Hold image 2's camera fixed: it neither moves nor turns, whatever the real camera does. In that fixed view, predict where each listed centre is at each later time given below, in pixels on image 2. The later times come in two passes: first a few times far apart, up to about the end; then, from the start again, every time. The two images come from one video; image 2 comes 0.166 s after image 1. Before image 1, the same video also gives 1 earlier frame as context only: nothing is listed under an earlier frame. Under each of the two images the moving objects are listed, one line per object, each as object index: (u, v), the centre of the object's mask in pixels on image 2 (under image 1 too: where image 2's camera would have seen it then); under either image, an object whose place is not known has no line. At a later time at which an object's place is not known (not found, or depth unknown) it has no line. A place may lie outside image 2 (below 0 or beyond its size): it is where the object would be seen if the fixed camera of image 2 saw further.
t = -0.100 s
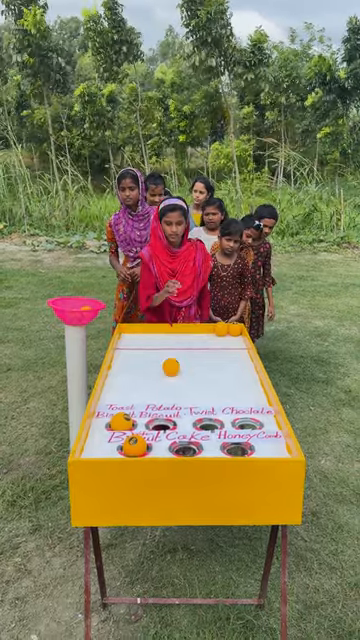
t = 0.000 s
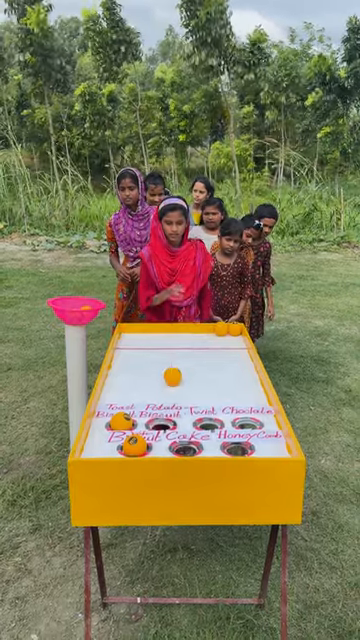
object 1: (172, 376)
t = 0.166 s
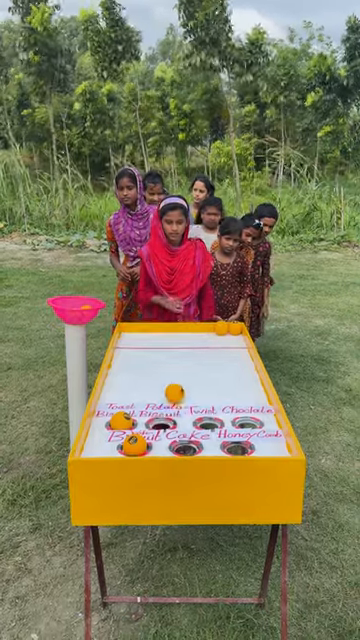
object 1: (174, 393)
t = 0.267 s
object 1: (175, 404)
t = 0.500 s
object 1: (176, 434)
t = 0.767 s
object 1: (196, 445)
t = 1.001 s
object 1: (209, 436)
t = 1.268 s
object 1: (223, 420)
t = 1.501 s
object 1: (230, 409)
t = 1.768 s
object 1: (237, 393)
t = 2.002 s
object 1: (241, 380)
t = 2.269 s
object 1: (244, 366)
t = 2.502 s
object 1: (245, 355)
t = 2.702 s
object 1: (241, 344)
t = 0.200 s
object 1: (175, 397)
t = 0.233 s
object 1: (175, 400)
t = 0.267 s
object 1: (175, 404)
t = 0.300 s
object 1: (176, 408)
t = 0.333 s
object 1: (176, 412)
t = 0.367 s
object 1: (176, 416)
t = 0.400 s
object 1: (176, 419)
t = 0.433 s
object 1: (176, 424)
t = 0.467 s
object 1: (176, 428)
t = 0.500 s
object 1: (176, 434)
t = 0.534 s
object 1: (178, 439)
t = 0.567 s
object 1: (180, 441)
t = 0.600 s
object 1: (183, 445)
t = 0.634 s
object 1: (184, 446)
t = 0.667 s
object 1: (189, 448)
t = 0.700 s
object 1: (191, 448)
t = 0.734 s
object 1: (193, 446)
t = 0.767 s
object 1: (196, 445)
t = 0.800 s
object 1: (199, 444)
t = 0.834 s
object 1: (200, 443)
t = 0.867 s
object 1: (201, 442)
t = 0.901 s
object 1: (204, 440)
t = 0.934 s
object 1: (205, 439)
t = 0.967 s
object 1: (207, 438)
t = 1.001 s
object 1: (209, 436)
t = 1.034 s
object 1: (210, 435)
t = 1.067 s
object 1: (213, 433)
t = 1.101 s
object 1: (215, 431)
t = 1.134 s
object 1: (217, 429)
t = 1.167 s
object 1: (218, 427)
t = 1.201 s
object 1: (220, 425)
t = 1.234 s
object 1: (221, 423)
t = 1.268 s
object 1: (223, 420)
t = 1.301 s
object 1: (224, 419)
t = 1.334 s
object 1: (225, 418)
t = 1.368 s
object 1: (226, 417)
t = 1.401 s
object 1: (226, 415)
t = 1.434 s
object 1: (229, 413)
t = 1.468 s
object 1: (229, 411)
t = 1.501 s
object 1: (230, 409)
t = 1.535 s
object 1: (232, 406)
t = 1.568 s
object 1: (232, 404)
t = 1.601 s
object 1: (233, 402)
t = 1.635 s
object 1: (234, 401)
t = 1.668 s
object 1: (235, 399)
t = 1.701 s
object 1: (235, 397)
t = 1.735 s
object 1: (237, 395)
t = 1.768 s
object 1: (237, 393)
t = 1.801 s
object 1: (238, 392)
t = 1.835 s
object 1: (239, 389)
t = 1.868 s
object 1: (239, 387)
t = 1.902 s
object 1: (240, 386)
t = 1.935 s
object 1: (240, 384)
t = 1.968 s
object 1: (240, 382)
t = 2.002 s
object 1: (241, 380)
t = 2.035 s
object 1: (241, 379)
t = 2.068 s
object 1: (242, 376)
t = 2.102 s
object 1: (242, 374)
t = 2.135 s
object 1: (242, 373)
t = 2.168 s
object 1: (243, 371)
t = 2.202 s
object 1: (243, 369)
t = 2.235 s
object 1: (243, 368)
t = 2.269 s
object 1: (244, 366)
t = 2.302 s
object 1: (244, 364)
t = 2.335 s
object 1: (244, 362)
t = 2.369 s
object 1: (244, 361)
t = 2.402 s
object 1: (245, 359)
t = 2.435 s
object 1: (245, 358)
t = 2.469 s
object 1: (245, 356)
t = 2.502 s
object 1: (245, 355)
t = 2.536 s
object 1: (245, 353)
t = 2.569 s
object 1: (244, 352)
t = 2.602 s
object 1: (243, 350)
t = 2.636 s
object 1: (242, 346)
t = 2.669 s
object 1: (242, 345)
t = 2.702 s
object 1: (241, 344)
